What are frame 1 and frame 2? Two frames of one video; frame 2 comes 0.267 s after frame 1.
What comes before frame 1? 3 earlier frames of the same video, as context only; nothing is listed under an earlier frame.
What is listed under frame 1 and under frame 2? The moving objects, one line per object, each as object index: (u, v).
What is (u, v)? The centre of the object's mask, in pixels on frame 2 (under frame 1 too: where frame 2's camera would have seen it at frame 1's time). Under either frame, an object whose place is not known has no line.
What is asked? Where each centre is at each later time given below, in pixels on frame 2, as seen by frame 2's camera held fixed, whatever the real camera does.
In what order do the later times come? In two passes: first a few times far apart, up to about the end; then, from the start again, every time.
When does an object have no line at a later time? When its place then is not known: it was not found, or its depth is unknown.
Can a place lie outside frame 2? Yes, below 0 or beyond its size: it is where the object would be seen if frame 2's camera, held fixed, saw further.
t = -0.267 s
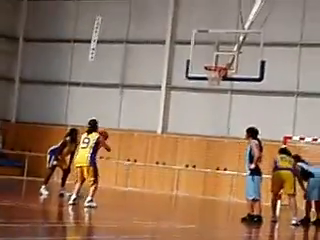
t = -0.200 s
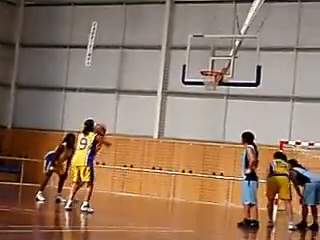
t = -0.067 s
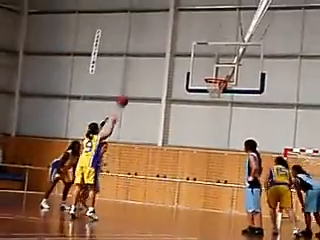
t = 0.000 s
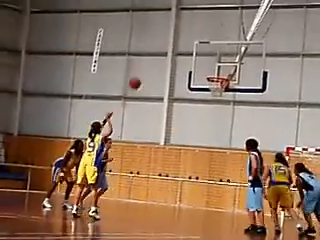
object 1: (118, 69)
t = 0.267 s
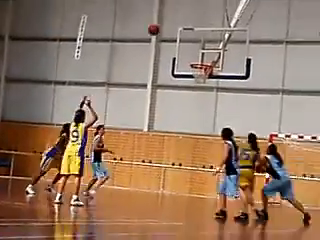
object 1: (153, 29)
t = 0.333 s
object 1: (161, 26)
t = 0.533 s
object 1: (181, 27)
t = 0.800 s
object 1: (204, 56)
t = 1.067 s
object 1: (185, 37)
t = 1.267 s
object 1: (164, 33)
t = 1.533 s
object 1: (134, 55)
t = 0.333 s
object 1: (161, 26)
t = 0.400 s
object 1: (168, 24)
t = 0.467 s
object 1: (175, 24)
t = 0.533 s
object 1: (181, 27)
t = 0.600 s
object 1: (188, 31)
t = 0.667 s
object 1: (193, 38)
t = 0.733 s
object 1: (198, 45)
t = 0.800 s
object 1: (204, 56)
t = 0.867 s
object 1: (205, 58)
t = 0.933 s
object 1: (199, 49)
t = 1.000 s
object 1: (193, 43)
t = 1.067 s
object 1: (185, 37)
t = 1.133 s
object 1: (179, 34)
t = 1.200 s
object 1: (172, 32)
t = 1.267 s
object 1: (164, 33)
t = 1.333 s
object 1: (157, 35)
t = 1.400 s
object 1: (149, 39)
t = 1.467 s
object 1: (141, 46)
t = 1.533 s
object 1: (134, 55)
